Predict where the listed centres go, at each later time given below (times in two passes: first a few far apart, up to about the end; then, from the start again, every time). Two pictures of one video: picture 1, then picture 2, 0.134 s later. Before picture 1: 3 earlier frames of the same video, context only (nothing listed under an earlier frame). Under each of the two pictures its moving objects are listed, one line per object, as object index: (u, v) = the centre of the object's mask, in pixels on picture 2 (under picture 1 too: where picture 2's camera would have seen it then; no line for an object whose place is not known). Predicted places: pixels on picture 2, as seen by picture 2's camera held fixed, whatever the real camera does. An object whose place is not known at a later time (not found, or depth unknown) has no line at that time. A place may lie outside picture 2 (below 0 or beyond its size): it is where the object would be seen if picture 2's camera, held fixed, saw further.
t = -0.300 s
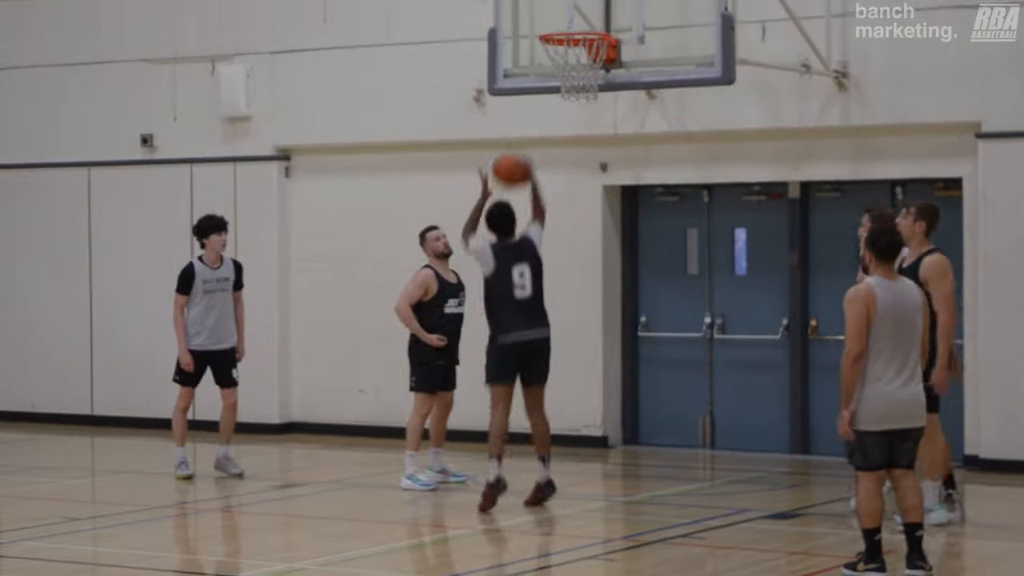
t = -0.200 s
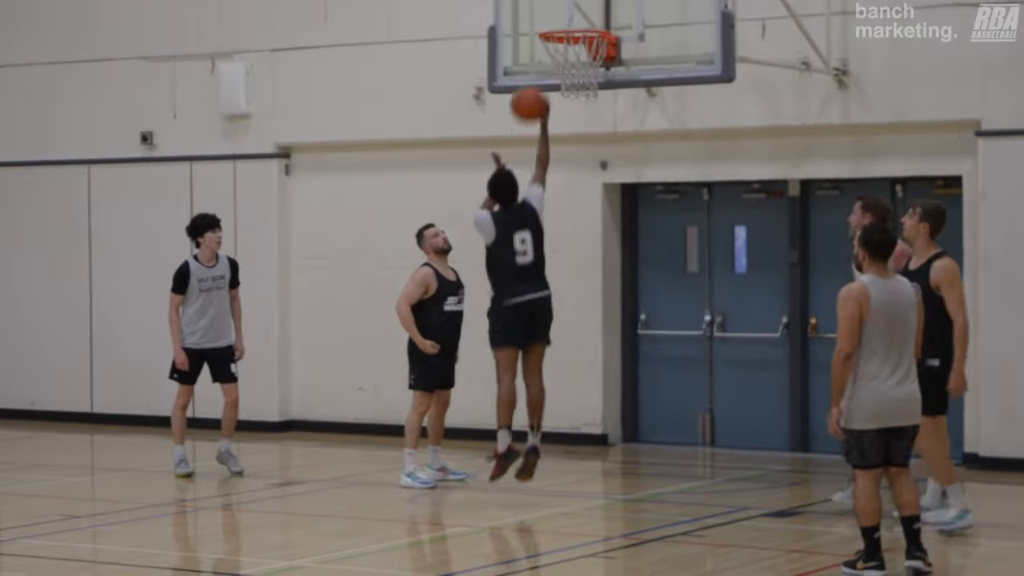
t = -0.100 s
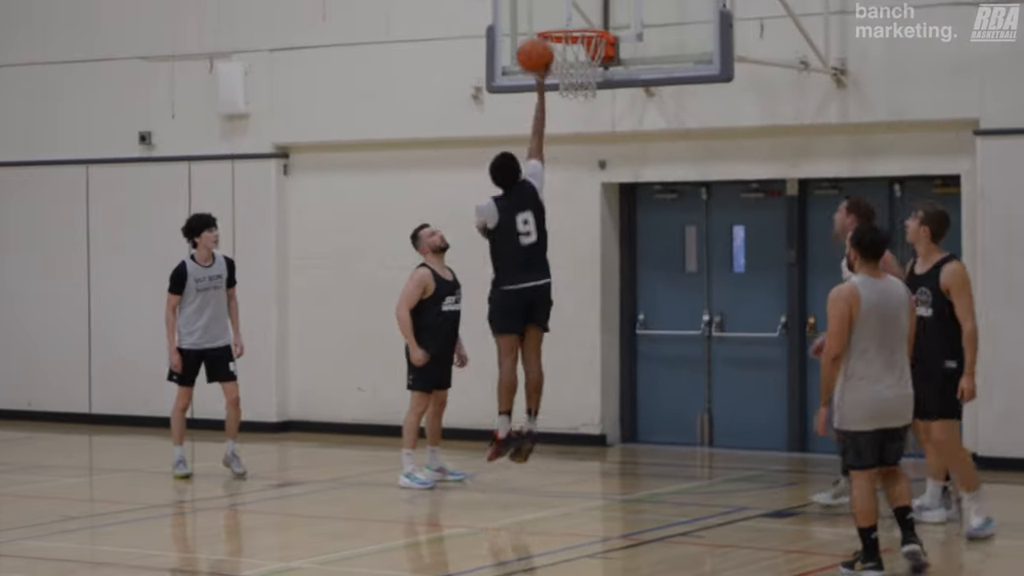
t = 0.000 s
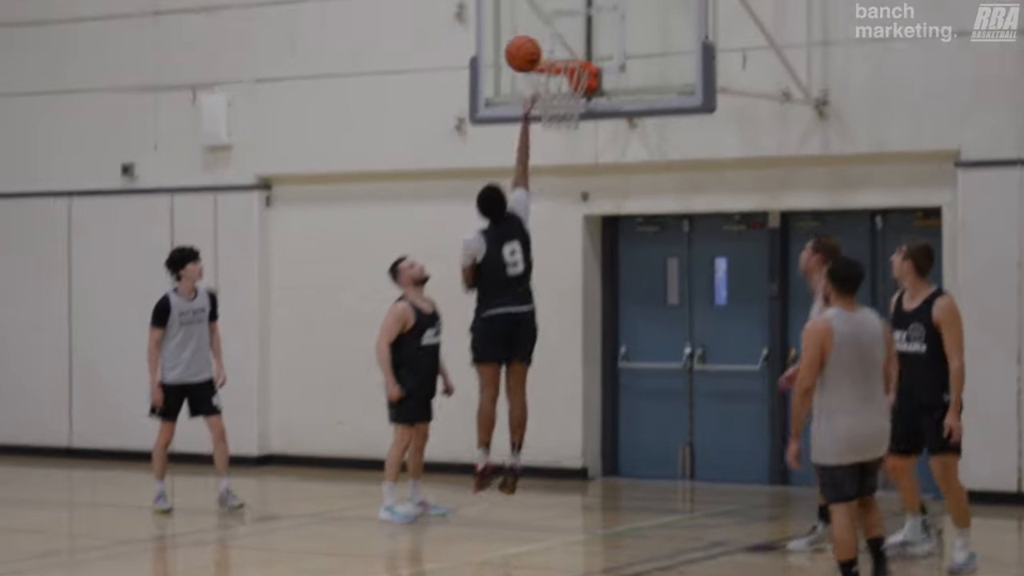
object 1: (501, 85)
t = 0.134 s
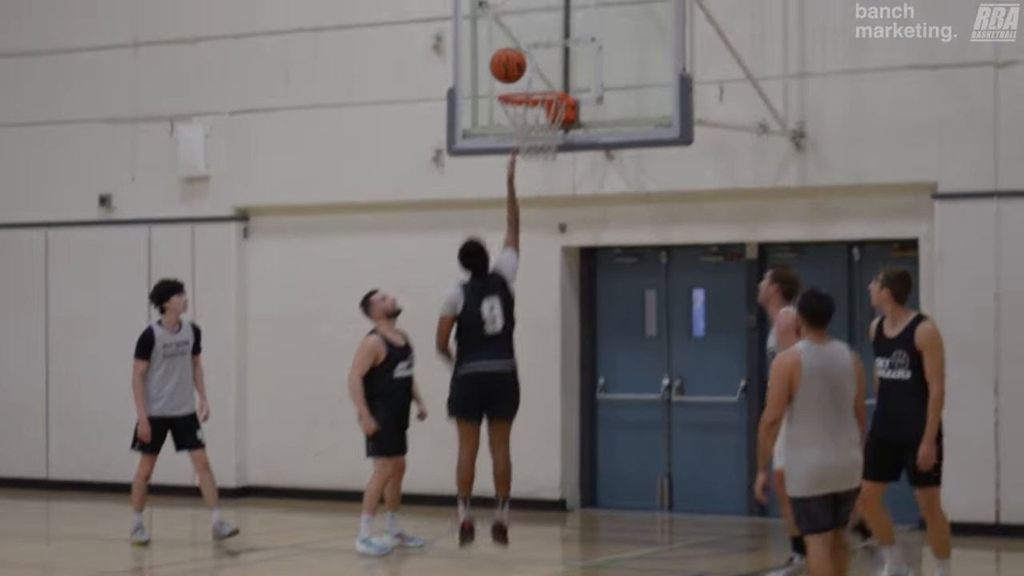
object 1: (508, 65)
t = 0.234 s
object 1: (513, 68)
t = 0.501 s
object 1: (533, 93)
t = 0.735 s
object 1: (541, 162)
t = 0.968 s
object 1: (542, 246)
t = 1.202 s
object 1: (539, 420)
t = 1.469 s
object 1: (532, 438)
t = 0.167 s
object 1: (510, 64)
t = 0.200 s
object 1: (511, 65)
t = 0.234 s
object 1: (513, 68)
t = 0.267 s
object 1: (514, 72)
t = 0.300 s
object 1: (516, 76)
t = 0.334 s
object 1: (519, 76)
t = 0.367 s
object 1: (521, 77)
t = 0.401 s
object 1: (524, 79)
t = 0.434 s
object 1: (527, 81)
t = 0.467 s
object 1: (530, 84)
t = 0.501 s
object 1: (533, 93)
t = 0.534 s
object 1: (536, 107)
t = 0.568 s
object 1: (537, 115)
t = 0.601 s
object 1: (537, 124)
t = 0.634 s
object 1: (537, 133)
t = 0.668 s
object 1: (536, 142)
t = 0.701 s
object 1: (540, 152)
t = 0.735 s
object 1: (541, 162)
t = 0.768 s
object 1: (542, 168)
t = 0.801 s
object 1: (542, 174)
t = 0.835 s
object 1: (542, 184)
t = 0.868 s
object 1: (542, 197)
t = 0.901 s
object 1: (542, 211)
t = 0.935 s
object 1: (542, 228)
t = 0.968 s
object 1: (542, 246)
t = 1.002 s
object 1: (542, 265)
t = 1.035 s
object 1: (542, 286)
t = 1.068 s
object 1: (542, 309)
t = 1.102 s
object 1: (542, 333)
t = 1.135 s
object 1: (542, 359)
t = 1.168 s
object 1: (539, 391)
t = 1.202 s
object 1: (539, 420)
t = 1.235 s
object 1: (540, 451)
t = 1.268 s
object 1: (542, 482)
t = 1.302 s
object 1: (541, 517)
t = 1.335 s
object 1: (542, 525)
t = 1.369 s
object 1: (542, 501)
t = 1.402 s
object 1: (540, 477)
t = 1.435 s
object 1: (536, 457)
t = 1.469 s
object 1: (532, 438)
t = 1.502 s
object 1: (529, 420)
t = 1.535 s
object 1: (527, 403)
